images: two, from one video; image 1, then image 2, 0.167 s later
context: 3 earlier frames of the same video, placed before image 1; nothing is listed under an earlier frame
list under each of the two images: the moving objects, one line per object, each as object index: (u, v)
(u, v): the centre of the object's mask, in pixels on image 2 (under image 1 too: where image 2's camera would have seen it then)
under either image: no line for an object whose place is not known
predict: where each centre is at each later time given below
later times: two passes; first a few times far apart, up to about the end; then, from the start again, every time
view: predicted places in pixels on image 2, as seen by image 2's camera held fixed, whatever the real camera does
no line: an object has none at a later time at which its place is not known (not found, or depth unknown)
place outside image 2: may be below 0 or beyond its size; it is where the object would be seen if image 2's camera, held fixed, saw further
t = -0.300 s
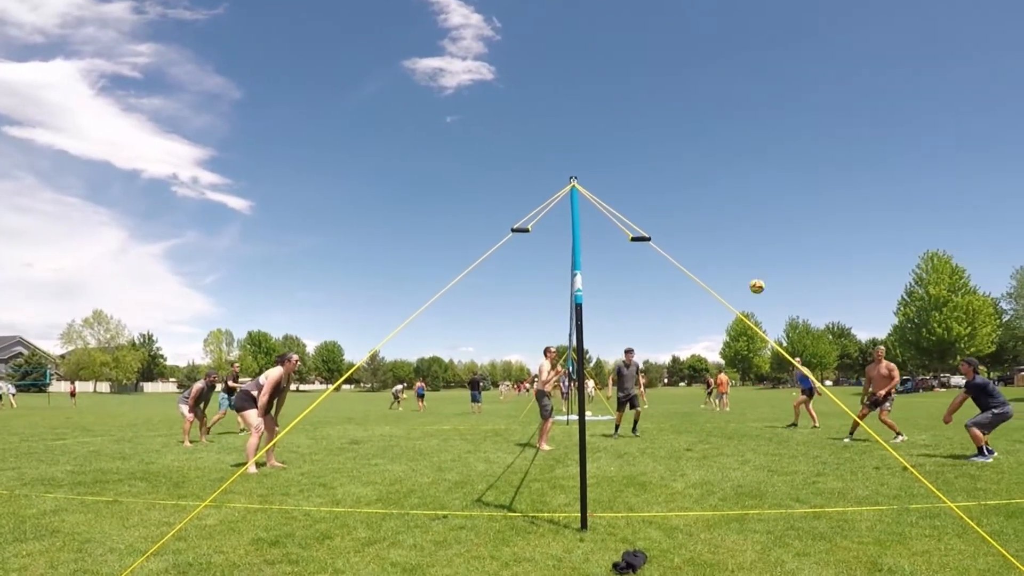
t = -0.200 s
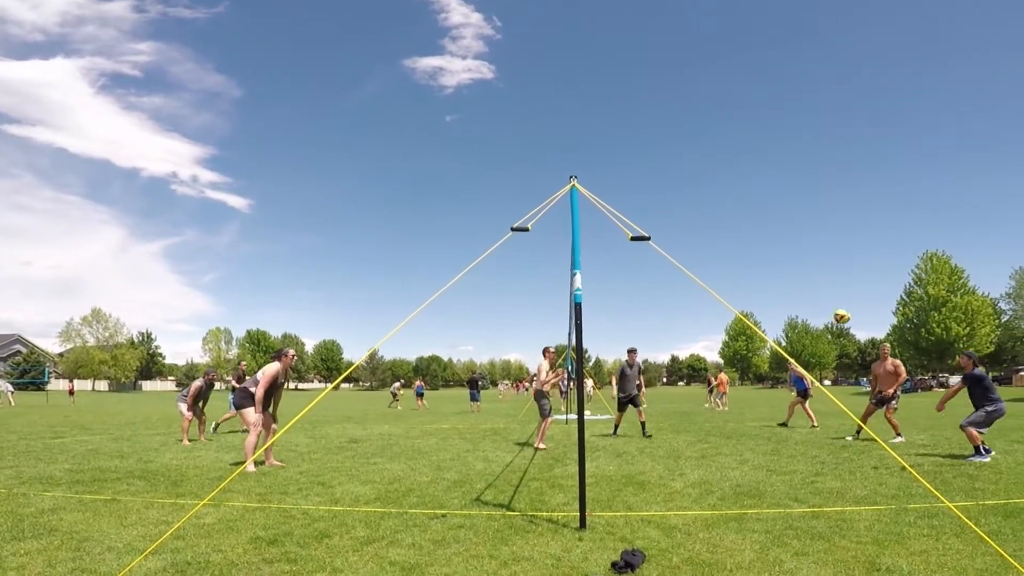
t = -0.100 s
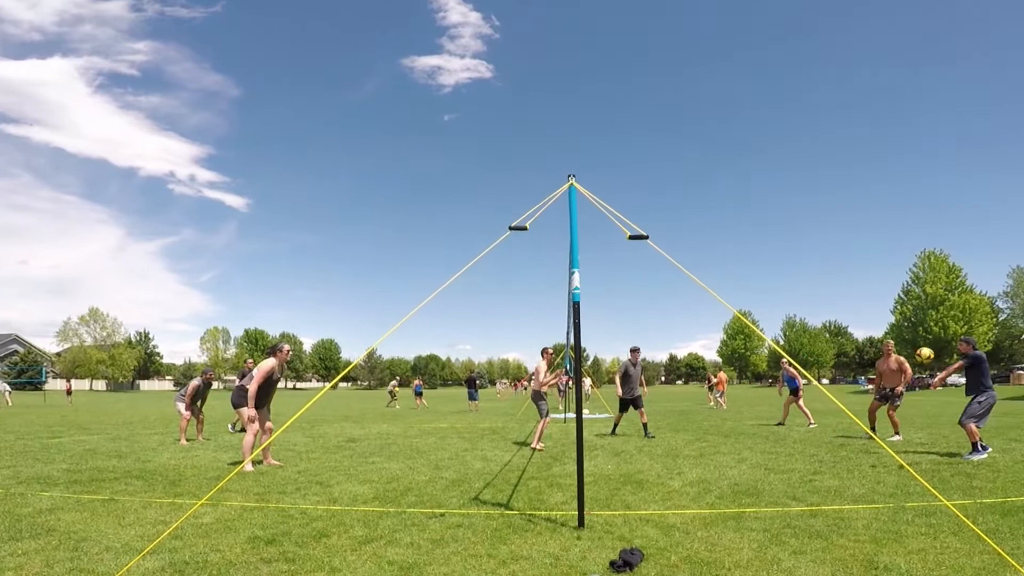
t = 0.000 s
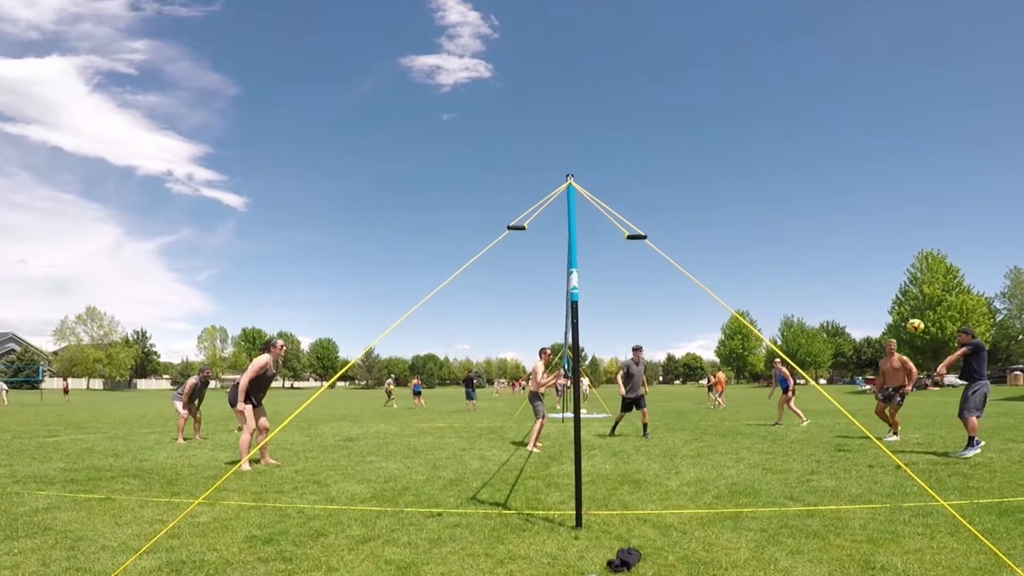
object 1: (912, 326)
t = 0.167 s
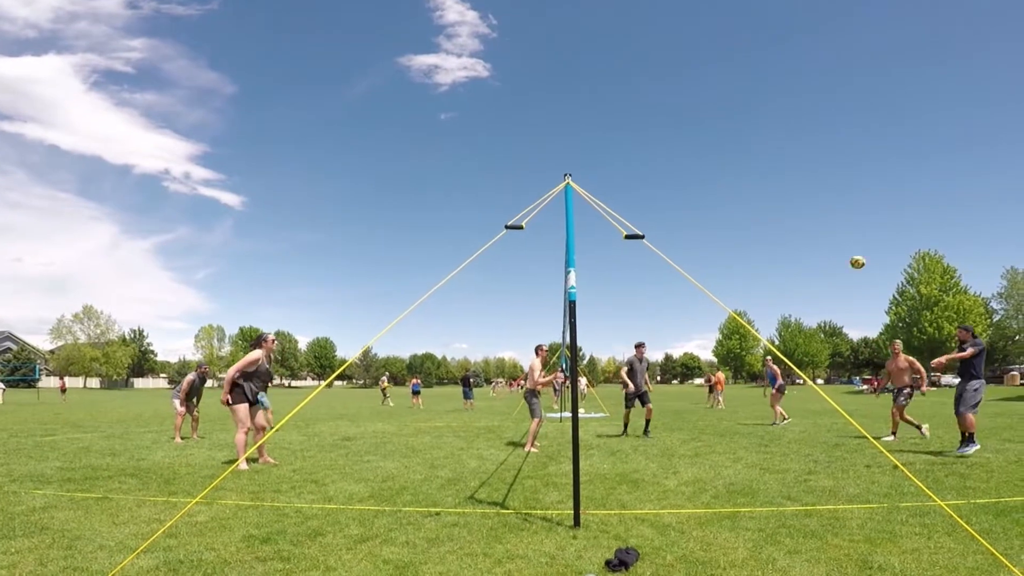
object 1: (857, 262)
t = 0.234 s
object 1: (838, 244)
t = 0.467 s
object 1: (777, 206)
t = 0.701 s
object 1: (729, 200)
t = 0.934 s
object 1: (690, 217)
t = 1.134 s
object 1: (662, 252)
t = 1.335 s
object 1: (634, 303)
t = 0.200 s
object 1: (847, 253)
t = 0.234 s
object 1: (838, 244)
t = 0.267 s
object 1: (828, 236)
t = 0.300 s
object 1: (819, 229)
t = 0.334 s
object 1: (811, 223)
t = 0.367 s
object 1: (802, 218)
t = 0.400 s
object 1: (793, 213)
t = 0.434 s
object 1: (785, 209)
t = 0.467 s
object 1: (777, 206)
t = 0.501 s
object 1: (770, 204)
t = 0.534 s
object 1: (763, 201)
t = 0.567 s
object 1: (755, 200)
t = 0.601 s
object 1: (749, 199)
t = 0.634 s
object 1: (742, 200)
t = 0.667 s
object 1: (736, 199)
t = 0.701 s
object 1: (729, 200)
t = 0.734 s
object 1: (724, 201)
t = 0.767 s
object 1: (718, 202)
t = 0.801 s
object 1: (711, 204)
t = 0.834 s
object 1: (706, 206)
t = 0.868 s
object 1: (701, 210)
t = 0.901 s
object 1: (696, 213)
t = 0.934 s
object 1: (690, 217)
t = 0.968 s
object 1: (685, 222)
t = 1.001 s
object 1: (680, 227)
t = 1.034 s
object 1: (675, 233)
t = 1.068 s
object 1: (671, 239)
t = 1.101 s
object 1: (666, 245)
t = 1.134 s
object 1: (662, 252)
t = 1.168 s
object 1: (657, 260)
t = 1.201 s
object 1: (652, 268)
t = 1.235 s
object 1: (648, 276)
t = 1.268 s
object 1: (643, 284)
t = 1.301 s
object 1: (639, 293)
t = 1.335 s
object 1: (634, 303)
